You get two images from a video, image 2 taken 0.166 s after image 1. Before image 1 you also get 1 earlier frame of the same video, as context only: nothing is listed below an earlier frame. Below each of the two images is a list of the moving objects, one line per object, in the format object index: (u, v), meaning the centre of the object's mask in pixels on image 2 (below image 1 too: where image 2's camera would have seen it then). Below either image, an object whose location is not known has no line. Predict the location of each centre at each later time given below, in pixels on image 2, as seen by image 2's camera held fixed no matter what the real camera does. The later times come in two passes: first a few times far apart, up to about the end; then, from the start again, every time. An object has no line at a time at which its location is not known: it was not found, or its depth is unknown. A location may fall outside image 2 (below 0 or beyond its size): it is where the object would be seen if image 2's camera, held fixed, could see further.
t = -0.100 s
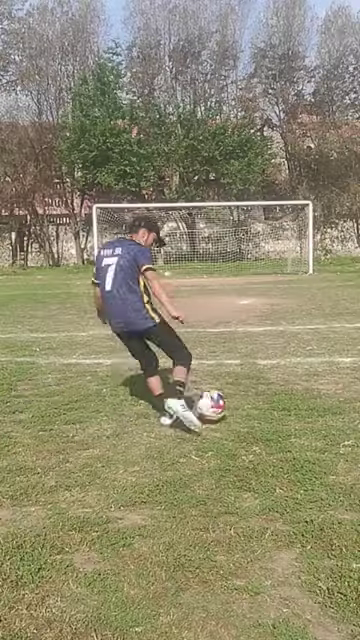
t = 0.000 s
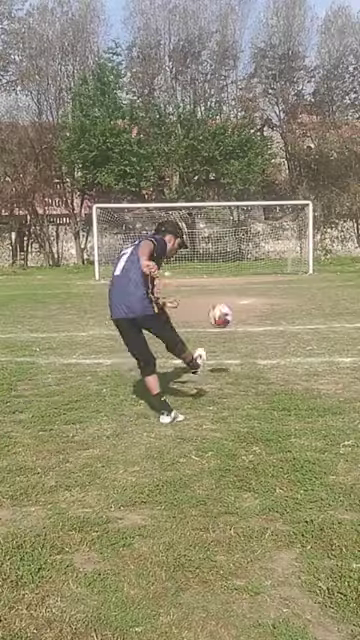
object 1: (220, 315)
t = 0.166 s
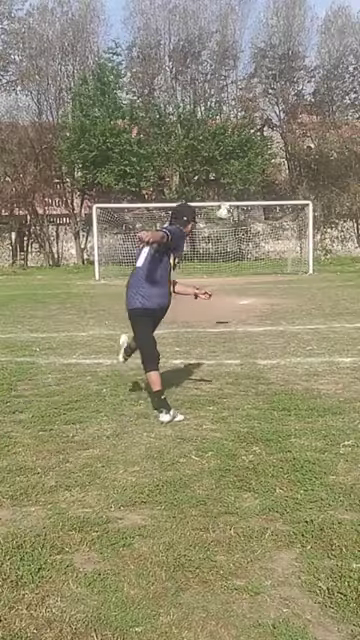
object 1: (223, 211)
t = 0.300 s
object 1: (221, 173)
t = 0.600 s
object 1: (210, 150)
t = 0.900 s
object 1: (196, 164)
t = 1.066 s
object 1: (190, 180)
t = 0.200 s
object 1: (223, 198)
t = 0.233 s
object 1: (222, 189)
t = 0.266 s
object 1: (222, 181)
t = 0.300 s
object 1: (221, 173)
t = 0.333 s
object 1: (220, 168)
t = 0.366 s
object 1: (219, 163)
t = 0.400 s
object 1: (218, 159)
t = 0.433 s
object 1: (217, 156)
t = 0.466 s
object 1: (216, 154)
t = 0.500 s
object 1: (214, 152)
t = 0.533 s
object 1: (213, 151)
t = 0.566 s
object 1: (211, 150)
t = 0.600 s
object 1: (210, 150)
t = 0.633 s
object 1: (209, 150)
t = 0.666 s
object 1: (207, 151)
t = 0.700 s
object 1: (205, 152)
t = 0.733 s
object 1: (204, 153)
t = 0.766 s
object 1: (202, 155)
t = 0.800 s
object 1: (202, 157)
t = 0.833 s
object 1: (199, 159)
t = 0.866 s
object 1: (198, 162)
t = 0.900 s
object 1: (196, 164)
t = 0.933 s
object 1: (195, 167)
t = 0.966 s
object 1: (194, 170)
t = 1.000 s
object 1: (193, 174)
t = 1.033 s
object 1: (192, 177)
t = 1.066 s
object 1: (190, 180)
